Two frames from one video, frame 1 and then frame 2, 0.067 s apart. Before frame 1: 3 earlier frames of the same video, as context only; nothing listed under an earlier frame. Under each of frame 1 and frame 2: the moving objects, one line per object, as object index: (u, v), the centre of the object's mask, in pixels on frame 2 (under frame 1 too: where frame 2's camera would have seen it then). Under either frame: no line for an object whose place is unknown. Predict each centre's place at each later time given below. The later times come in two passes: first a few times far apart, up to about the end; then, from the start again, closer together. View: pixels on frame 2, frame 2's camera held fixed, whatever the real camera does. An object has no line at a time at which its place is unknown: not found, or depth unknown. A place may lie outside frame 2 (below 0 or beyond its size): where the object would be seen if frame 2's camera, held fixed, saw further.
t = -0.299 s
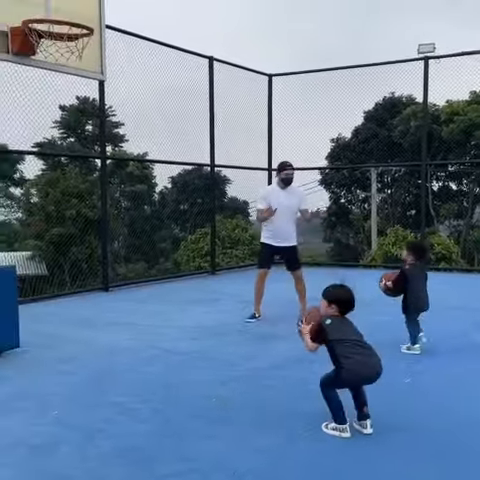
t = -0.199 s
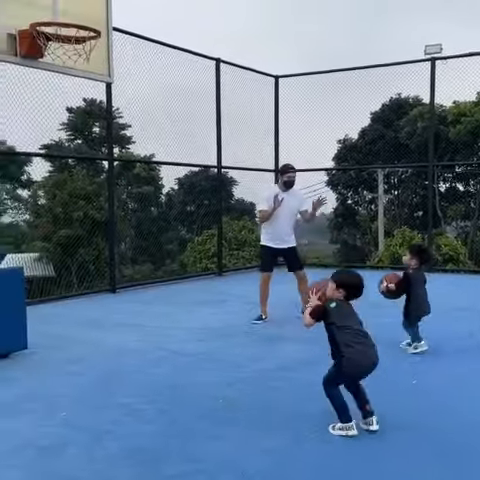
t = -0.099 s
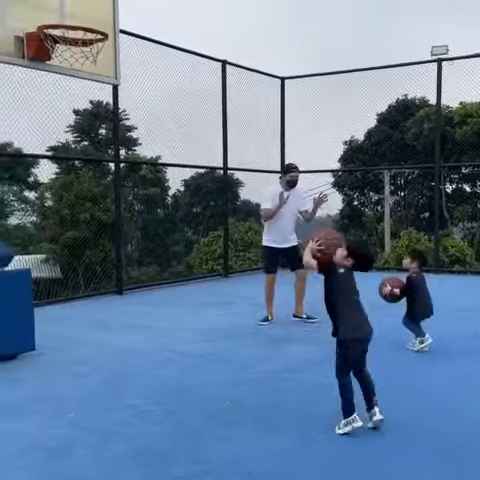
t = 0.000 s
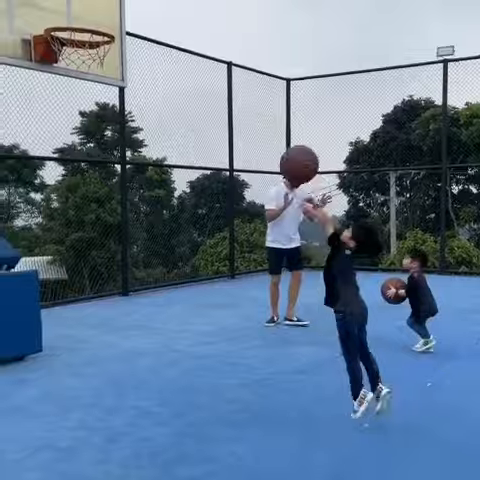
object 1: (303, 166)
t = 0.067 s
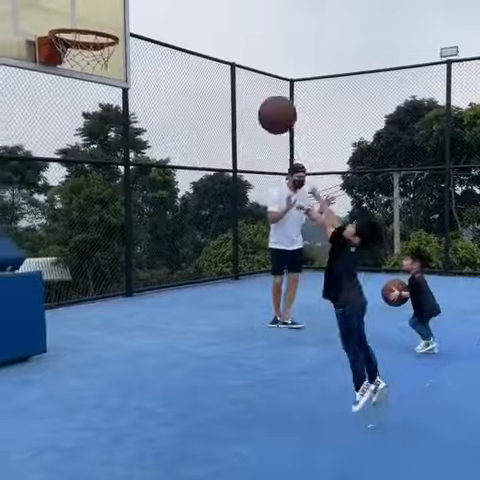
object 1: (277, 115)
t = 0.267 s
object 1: (206, 12)
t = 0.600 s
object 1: (105, -4)
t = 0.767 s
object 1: (67, 18)
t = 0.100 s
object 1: (264, 92)
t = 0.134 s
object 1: (253, 72)
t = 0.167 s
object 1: (241, 53)
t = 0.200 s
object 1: (229, 37)
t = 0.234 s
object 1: (218, 23)
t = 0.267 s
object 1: (206, 12)
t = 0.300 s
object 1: (195, 6)
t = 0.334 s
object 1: (184, 2)
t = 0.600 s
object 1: (105, -4)
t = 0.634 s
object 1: (95, -2)
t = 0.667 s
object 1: (85, 2)
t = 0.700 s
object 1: (76, 9)
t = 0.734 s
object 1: (67, 17)
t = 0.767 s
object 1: (67, 18)
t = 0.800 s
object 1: (72, 14)
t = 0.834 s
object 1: (77, 11)
